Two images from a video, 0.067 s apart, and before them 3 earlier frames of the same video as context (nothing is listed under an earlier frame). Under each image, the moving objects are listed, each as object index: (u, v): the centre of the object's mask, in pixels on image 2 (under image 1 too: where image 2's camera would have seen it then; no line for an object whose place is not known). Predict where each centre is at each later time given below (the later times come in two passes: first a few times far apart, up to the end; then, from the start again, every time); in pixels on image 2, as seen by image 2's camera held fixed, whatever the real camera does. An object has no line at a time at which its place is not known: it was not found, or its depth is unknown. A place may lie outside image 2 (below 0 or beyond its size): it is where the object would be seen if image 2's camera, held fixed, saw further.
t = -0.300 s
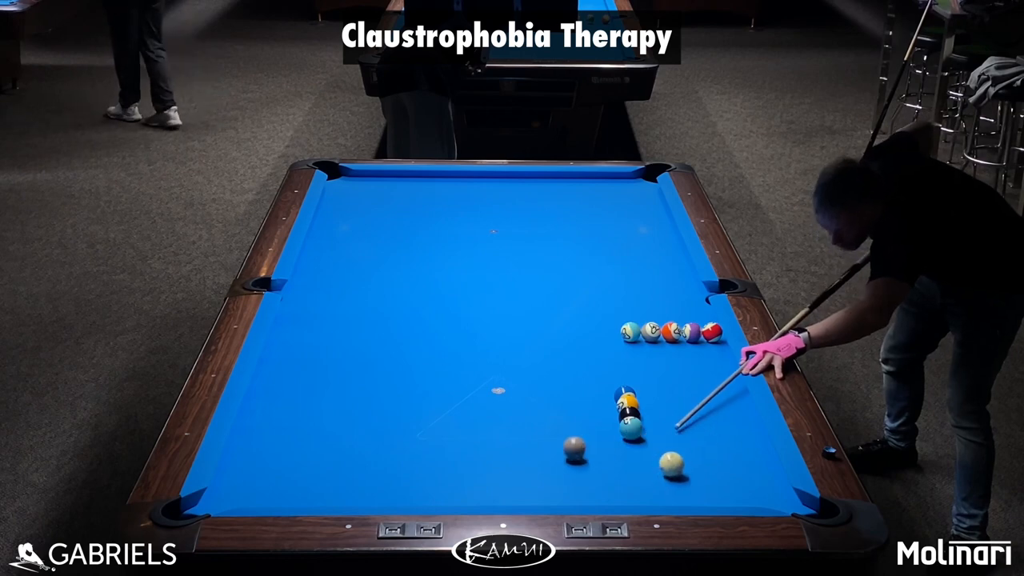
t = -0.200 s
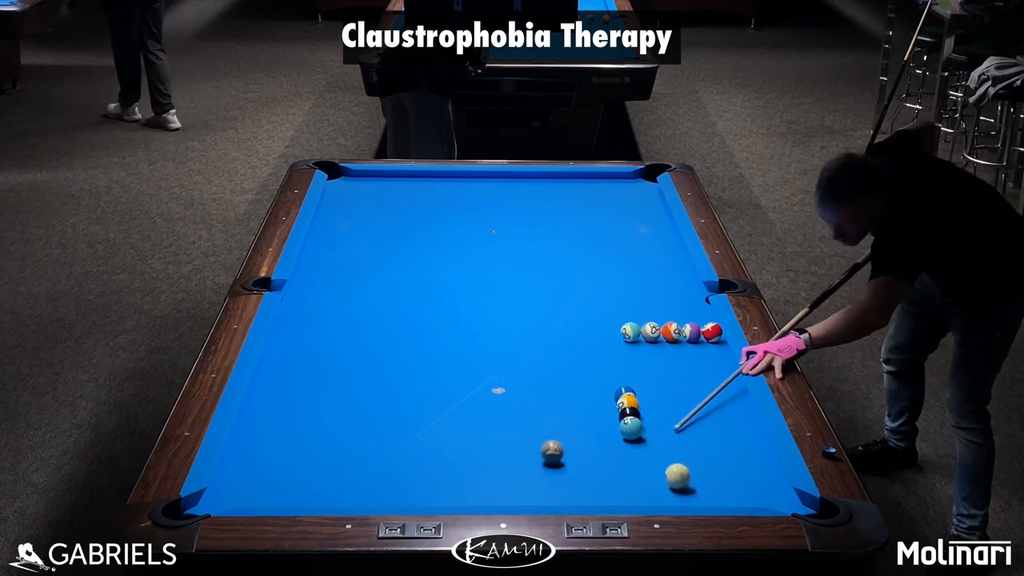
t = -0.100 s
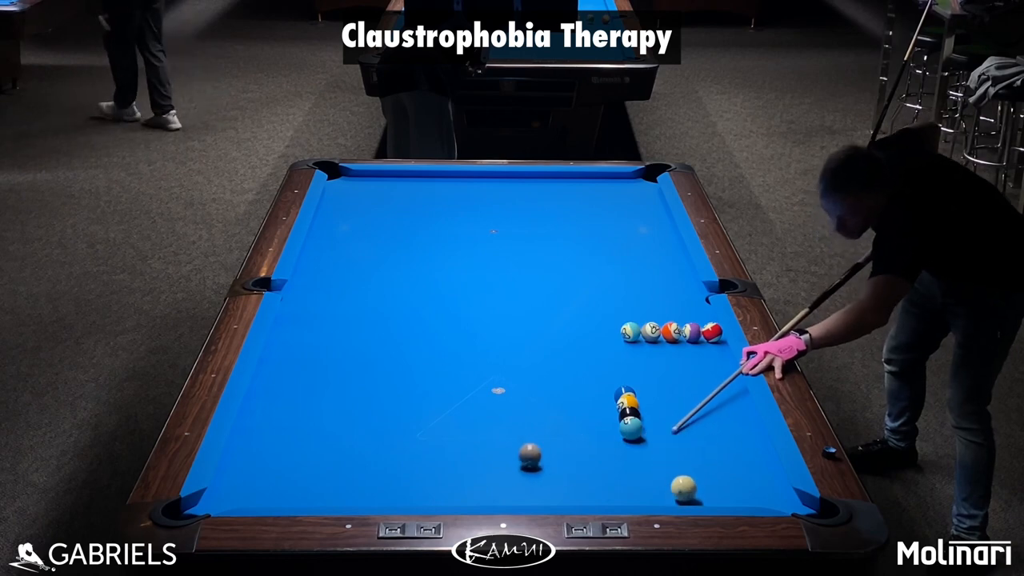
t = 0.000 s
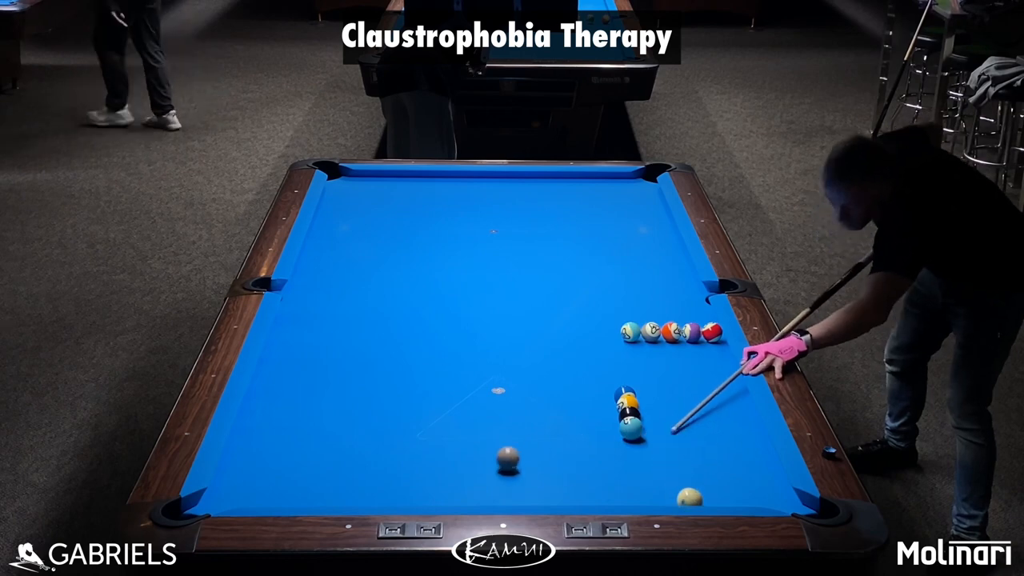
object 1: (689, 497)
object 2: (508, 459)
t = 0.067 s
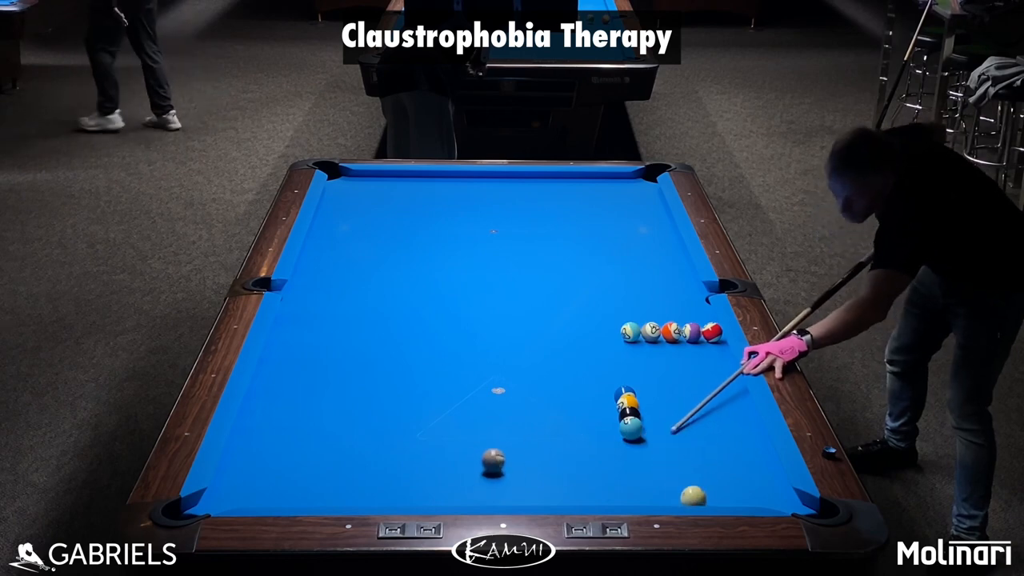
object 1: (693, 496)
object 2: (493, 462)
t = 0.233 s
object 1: (702, 486)
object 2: (456, 468)
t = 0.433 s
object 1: (711, 473)
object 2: (413, 474)
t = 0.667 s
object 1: (721, 458)
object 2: (363, 481)
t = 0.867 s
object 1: (729, 447)
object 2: (320, 488)
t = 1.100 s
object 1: (737, 436)
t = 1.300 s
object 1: (743, 426)
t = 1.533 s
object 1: (748, 417)
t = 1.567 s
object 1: (746, 416)
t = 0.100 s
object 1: (695, 495)
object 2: (486, 463)
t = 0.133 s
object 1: (697, 493)
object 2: (478, 464)
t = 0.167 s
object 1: (699, 491)
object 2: (471, 465)
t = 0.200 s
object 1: (700, 489)
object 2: (464, 466)
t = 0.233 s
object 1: (702, 486)
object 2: (456, 468)
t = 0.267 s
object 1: (703, 484)
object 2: (449, 469)
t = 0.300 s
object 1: (705, 482)
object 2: (442, 469)
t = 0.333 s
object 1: (706, 480)
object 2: (434, 471)
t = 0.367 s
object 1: (708, 477)
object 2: (427, 472)
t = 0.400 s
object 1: (710, 475)
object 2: (420, 473)
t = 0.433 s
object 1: (711, 473)
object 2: (413, 474)
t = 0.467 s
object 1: (713, 471)
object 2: (406, 475)
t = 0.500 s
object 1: (714, 468)
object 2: (399, 476)
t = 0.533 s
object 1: (715, 466)
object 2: (391, 477)
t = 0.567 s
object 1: (717, 464)
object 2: (384, 478)
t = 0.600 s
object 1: (718, 463)
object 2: (377, 479)
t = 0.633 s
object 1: (720, 460)
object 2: (370, 480)
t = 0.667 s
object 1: (721, 458)
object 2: (363, 481)
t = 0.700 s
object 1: (722, 456)
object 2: (356, 482)
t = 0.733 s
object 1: (724, 455)
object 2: (349, 483)
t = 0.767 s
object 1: (725, 453)
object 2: (341, 485)
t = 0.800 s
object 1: (726, 451)
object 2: (334, 485)
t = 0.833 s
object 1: (728, 449)
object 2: (327, 487)
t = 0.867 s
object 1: (729, 447)
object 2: (320, 488)
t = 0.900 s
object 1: (730, 446)
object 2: (313, 489)
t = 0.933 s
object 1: (731, 444)
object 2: (306, 490)
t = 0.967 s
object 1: (732, 442)
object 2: (299, 491)
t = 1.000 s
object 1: (733, 440)
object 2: (293, 492)
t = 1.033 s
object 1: (735, 439)
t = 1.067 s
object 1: (736, 437)
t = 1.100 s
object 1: (737, 436)
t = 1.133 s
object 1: (738, 434)
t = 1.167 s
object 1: (739, 432)
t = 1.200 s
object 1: (740, 431)
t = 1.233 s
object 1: (741, 429)
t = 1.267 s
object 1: (742, 428)
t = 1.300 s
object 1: (743, 426)
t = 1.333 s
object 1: (744, 425)
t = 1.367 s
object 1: (745, 424)
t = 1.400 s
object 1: (746, 422)
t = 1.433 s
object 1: (747, 421)
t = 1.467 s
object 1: (748, 420)
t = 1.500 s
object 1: (749, 418)
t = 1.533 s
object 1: (748, 417)
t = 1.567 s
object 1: (746, 416)
